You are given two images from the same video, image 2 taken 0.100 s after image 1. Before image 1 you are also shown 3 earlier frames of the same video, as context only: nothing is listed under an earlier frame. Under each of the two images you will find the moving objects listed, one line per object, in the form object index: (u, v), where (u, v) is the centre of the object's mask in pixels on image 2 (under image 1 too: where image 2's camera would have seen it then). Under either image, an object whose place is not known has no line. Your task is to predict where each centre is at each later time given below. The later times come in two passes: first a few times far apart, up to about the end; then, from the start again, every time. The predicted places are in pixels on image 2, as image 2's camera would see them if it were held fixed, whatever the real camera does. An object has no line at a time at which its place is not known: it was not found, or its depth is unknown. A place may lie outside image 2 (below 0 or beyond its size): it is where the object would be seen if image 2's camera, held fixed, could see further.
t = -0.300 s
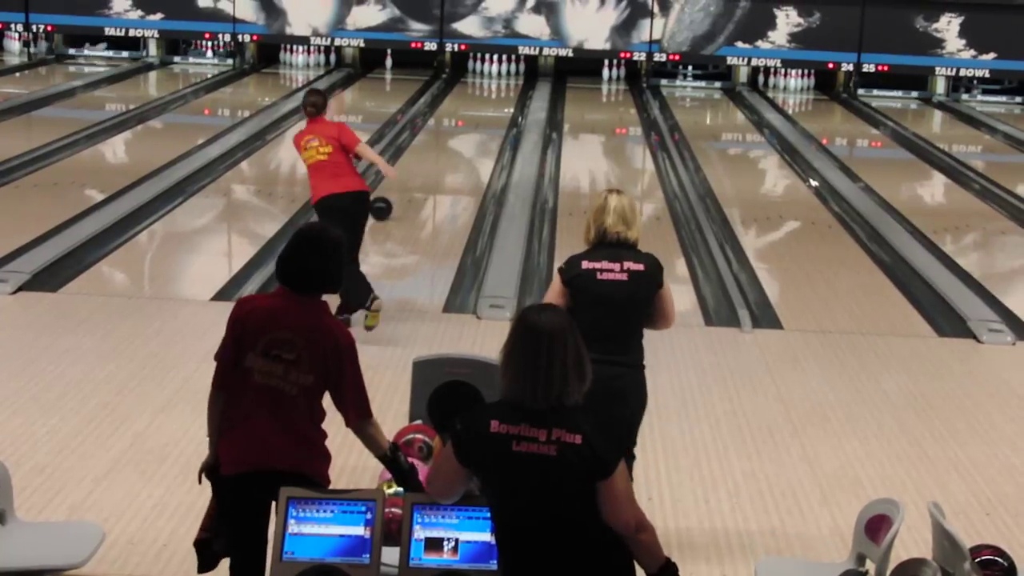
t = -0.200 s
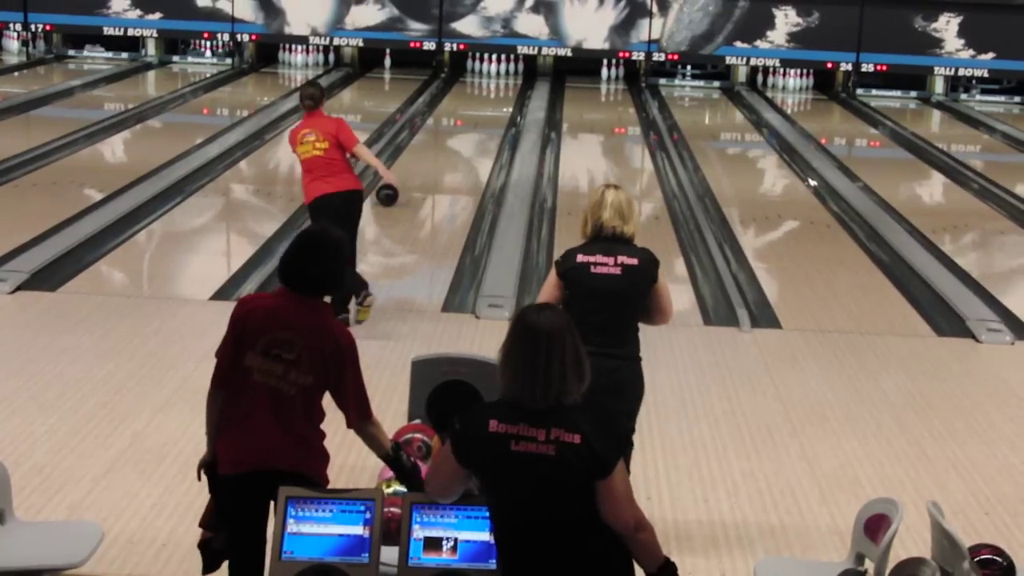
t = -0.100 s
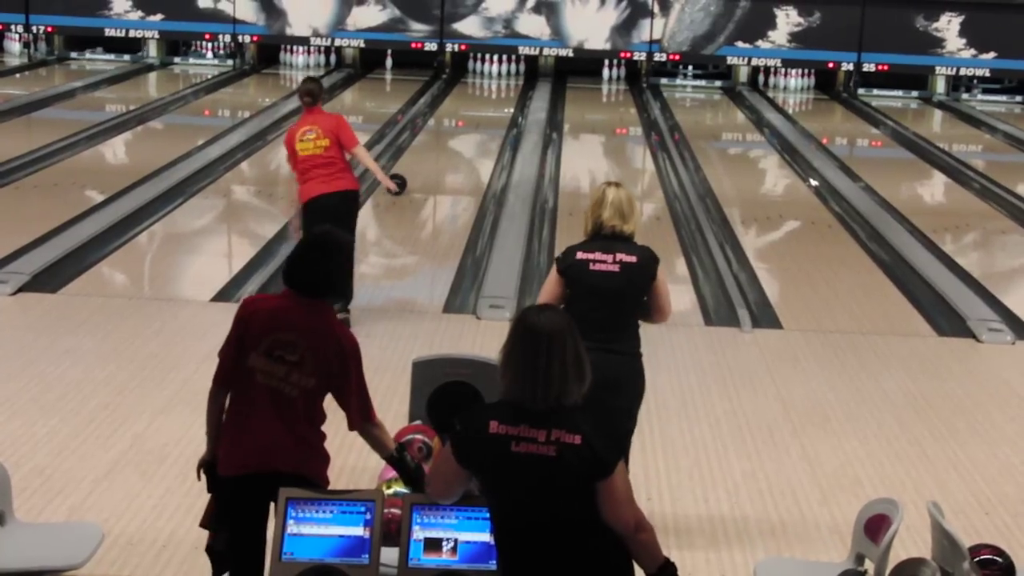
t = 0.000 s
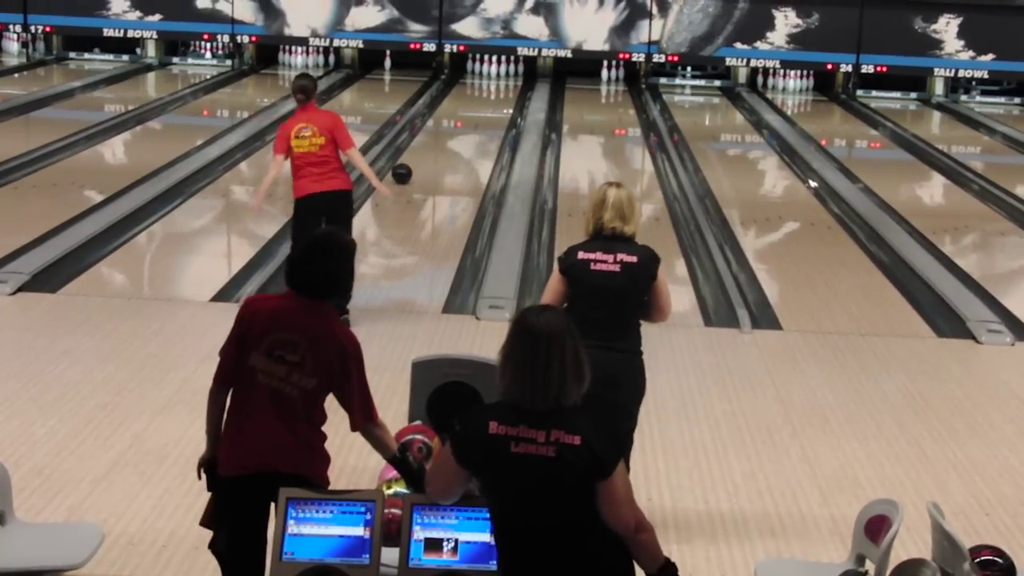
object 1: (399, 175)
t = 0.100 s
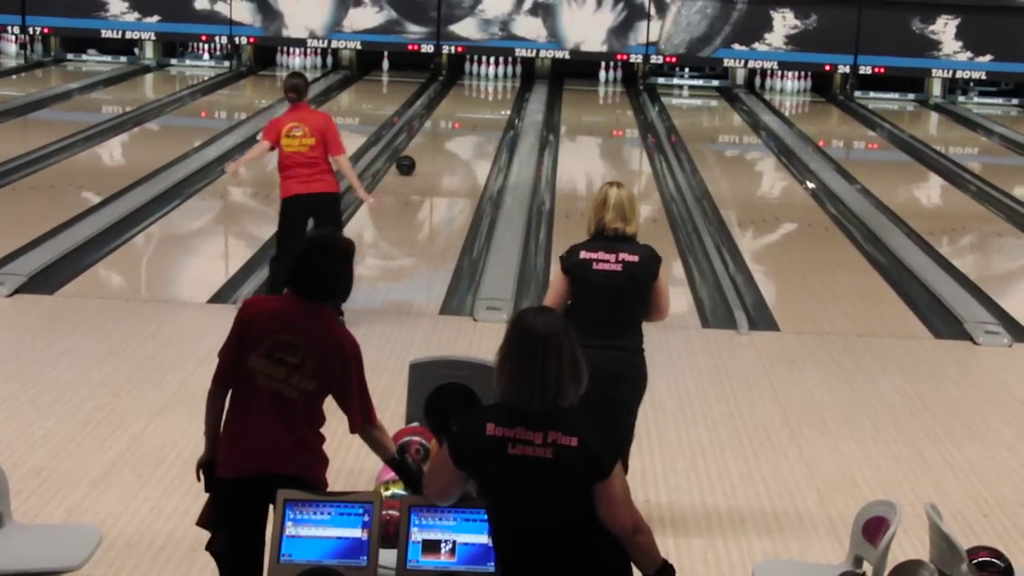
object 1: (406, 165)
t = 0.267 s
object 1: (416, 150)
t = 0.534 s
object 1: (428, 131)
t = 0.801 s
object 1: (440, 115)
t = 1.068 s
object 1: (451, 101)
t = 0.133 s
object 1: (408, 162)
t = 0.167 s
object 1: (410, 159)
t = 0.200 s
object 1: (411, 156)
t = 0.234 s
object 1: (413, 153)
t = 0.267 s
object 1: (416, 150)
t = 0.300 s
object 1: (417, 148)
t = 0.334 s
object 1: (419, 145)
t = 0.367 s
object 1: (421, 143)
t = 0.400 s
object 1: (422, 140)
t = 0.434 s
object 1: (424, 138)
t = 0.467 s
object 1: (426, 135)
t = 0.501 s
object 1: (427, 133)
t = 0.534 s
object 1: (428, 131)
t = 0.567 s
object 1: (430, 128)
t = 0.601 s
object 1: (431, 126)
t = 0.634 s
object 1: (433, 124)
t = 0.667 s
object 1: (435, 122)
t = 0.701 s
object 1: (436, 120)
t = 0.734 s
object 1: (438, 118)
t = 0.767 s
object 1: (439, 116)
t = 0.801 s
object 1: (440, 115)
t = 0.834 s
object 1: (442, 113)
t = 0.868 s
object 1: (443, 111)
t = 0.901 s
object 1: (445, 109)
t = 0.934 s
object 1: (446, 107)
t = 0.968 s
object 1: (447, 106)
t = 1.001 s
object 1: (448, 104)
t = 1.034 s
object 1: (450, 102)
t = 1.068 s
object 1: (451, 101)
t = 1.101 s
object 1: (452, 100)
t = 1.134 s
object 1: (453, 98)
